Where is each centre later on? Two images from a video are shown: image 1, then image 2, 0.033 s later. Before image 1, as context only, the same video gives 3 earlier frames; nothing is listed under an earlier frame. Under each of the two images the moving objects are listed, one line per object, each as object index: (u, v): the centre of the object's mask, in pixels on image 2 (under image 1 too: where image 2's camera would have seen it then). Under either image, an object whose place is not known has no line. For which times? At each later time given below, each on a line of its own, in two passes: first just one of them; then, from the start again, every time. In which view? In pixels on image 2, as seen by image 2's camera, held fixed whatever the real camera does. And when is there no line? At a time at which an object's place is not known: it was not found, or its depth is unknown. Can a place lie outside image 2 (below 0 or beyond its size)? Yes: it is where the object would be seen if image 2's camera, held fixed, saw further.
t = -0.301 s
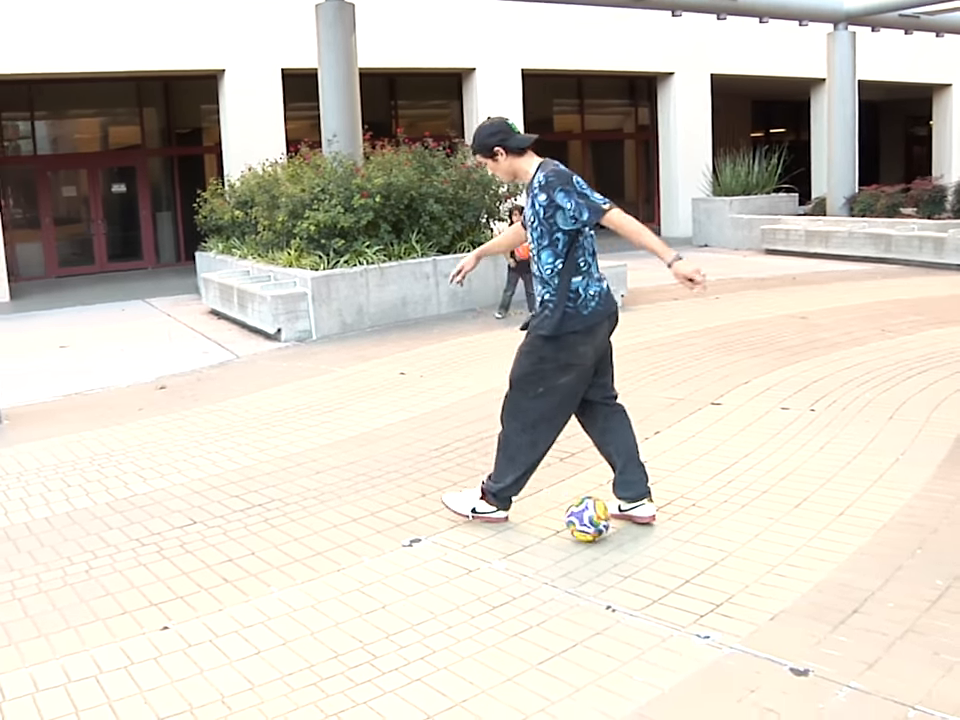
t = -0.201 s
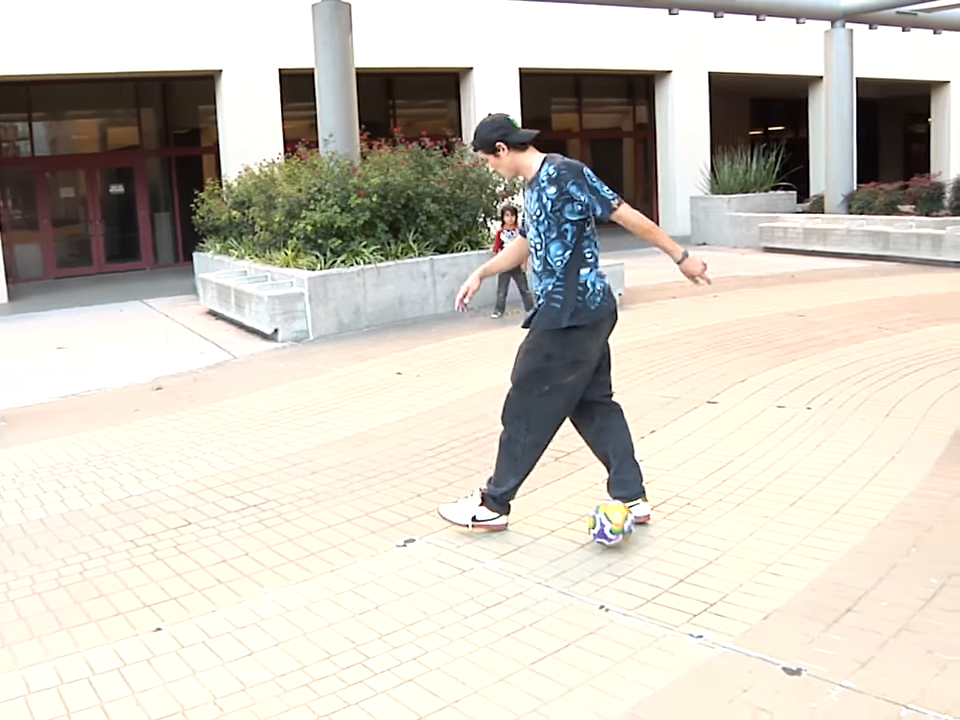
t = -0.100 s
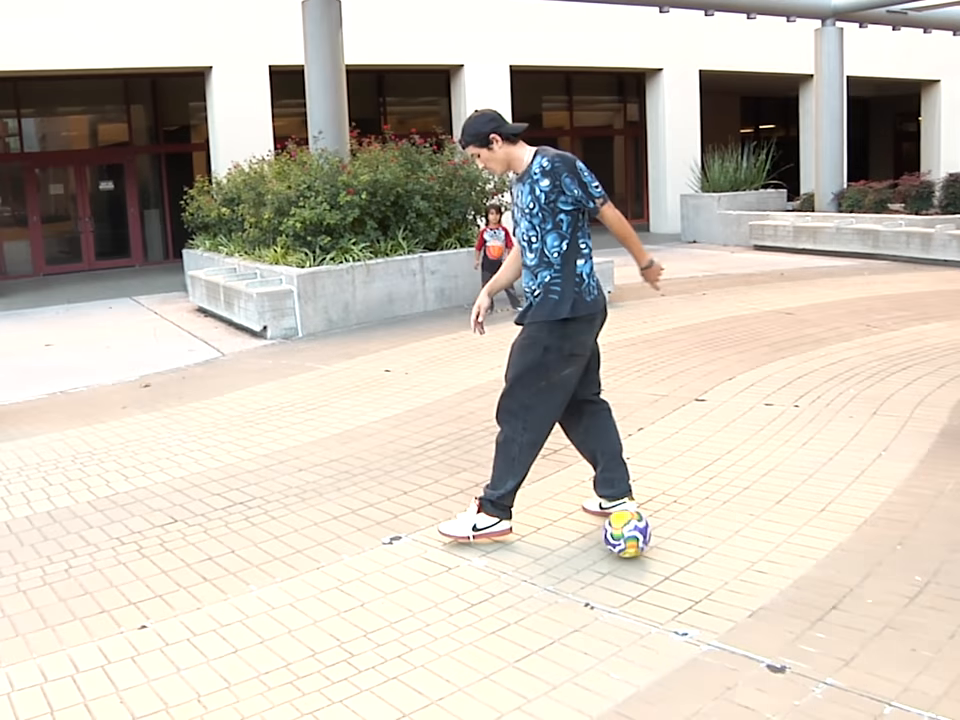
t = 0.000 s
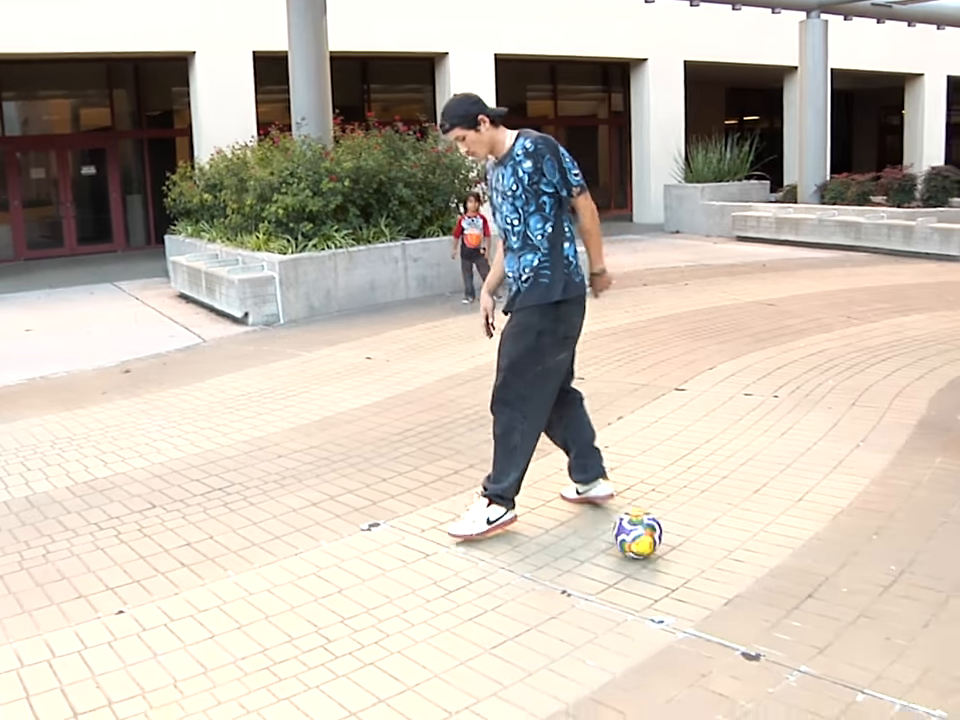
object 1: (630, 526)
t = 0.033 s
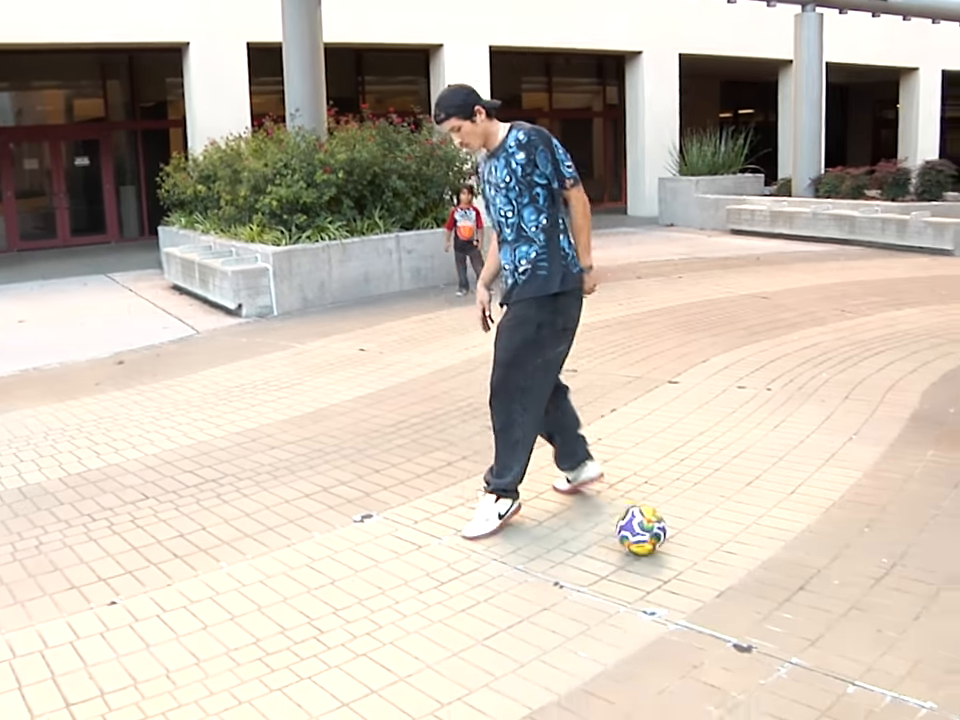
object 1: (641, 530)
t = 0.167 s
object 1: (686, 544)
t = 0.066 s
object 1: (652, 533)
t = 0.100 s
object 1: (663, 536)
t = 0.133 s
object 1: (675, 540)
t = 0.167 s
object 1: (686, 544)
